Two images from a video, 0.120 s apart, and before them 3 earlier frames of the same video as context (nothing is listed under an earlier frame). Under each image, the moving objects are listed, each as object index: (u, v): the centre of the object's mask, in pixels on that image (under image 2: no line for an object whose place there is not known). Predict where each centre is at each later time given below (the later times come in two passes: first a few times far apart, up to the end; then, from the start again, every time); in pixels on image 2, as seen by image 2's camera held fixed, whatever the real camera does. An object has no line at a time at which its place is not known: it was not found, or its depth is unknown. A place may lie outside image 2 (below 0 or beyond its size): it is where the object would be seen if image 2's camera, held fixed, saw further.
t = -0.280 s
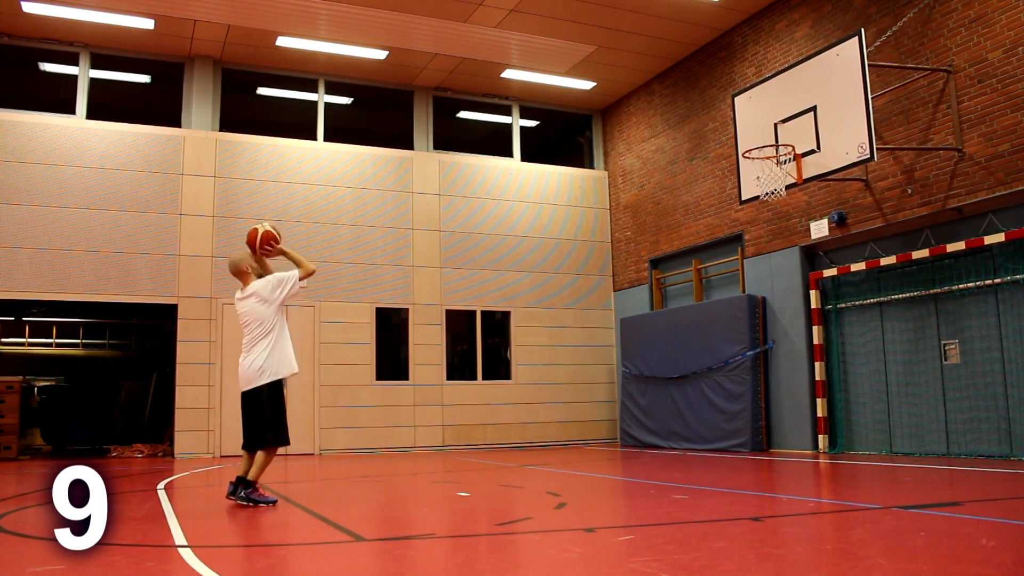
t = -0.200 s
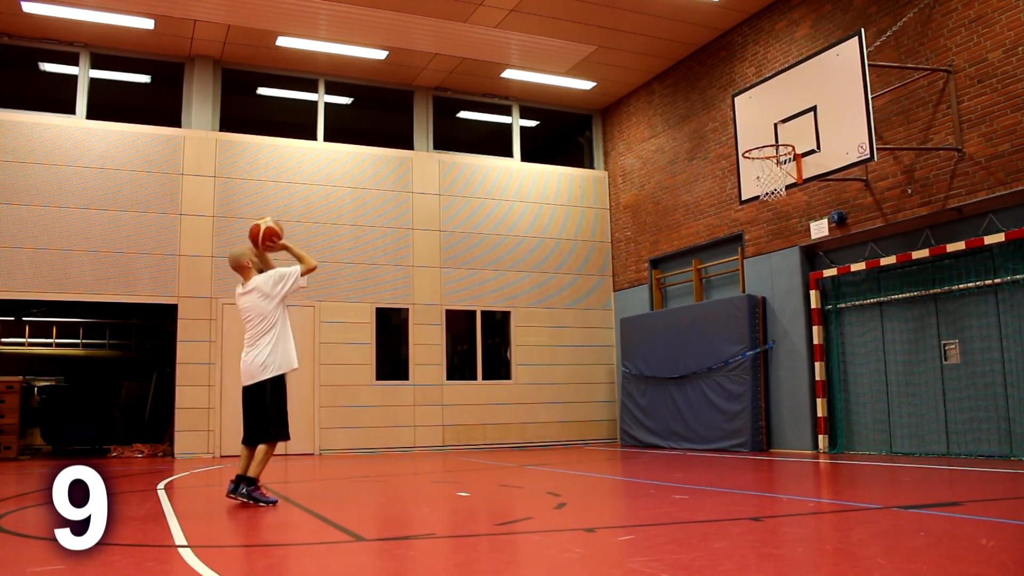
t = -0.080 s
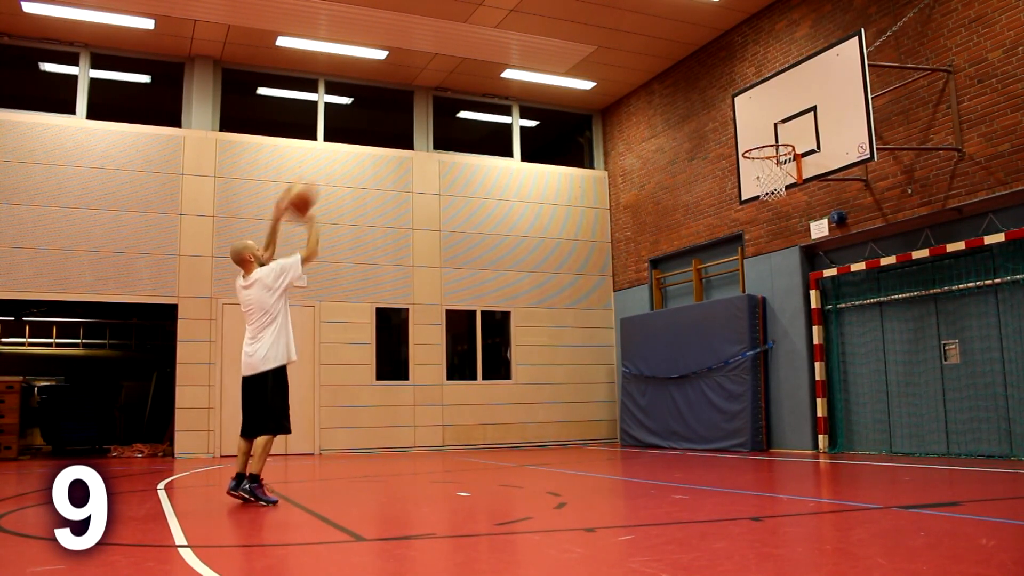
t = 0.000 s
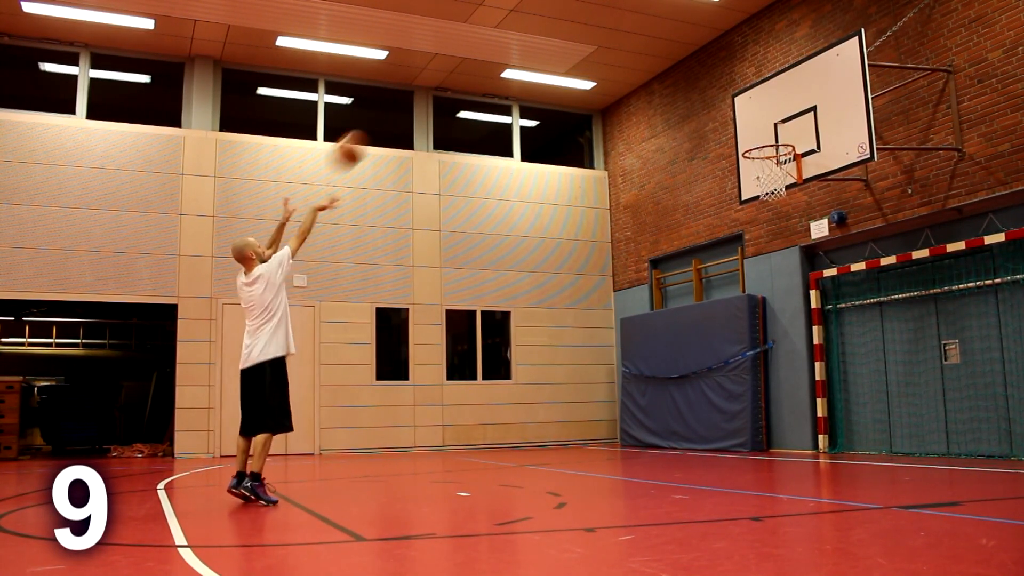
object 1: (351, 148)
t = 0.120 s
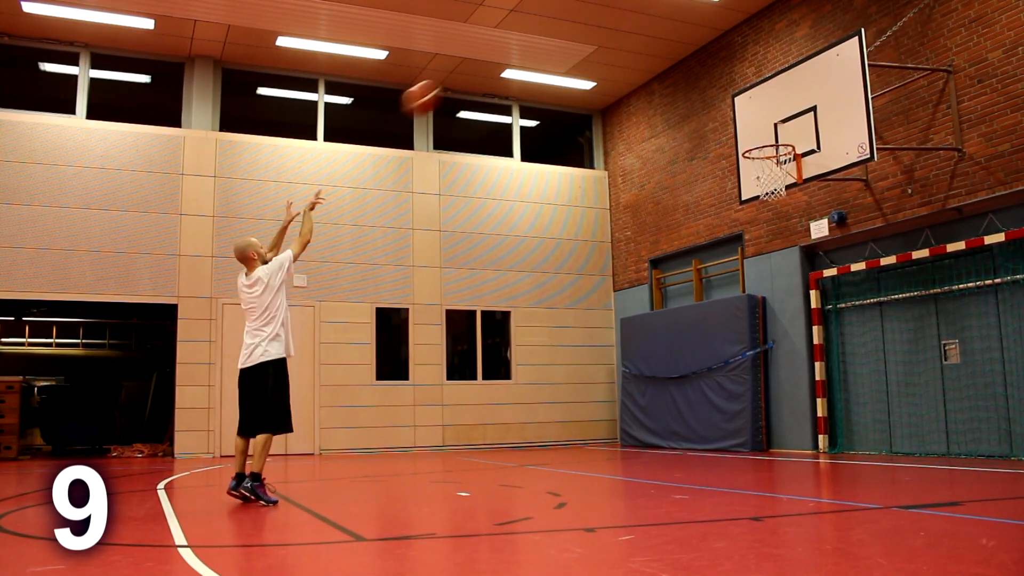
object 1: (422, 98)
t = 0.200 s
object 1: (466, 75)
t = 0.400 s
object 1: (571, 53)
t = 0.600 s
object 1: (664, 73)
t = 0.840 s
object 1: (767, 149)
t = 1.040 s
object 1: (766, 167)
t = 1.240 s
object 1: (759, 192)
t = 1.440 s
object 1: (758, 254)
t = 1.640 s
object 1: (759, 359)
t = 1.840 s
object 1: (760, 425)
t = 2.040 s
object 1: (758, 352)
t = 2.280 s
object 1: (758, 321)
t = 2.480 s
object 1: (759, 337)
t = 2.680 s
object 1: (764, 392)
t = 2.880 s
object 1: (766, 429)
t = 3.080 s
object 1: (765, 387)
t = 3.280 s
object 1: (765, 383)
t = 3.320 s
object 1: (765, 387)
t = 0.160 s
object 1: (445, 85)
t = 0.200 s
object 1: (466, 75)
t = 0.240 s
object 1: (487, 66)
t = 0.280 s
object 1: (509, 59)
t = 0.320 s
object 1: (530, 56)
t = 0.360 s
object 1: (552, 54)
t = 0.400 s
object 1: (571, 53)
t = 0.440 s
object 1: (590, 54)
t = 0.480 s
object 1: (609, 57)
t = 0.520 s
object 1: (628, 61)
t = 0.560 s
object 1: (646, 65)
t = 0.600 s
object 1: (664, 73)
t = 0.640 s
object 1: (682, 82)
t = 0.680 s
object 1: (699, 92)
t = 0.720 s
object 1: (716, 103)
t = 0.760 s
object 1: (732, 115)
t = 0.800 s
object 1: (751, 131)
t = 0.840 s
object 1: (767, 149)
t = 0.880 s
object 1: (772, 155)
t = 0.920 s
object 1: (773, 159)
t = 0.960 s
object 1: (771, 163)
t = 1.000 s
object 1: (769, 166)
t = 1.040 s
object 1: (766, 167)
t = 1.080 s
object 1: (764, 171)
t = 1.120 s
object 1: (762, 172)
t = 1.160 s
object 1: (761, 175)
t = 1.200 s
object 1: (759, 185)
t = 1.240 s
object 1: (759, 192)
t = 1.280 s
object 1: (759, 200)
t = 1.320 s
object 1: (758, 211)
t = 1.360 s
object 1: (758, 223)
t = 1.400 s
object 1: (757, 238)
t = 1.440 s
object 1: (758, 254)
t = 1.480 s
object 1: (759, 273)
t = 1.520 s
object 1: (759, 293)
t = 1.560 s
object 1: (759, 312)
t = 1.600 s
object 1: (759, 334)
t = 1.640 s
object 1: (759, 359)
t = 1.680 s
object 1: (760, 386)
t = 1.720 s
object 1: (760, 414)
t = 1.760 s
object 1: (760, 440)
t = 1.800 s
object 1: (761, 442)
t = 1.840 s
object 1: (760, 425)
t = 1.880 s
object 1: (760, 407)
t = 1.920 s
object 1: (759, 391)
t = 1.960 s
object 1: (759, 376)
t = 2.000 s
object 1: (758, 363)
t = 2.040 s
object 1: (758, 352)
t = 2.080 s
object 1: (758, 343)
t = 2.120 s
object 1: (758, 335)
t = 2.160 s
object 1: (757, 329)
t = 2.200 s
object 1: (757, 325)
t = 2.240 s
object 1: (757, 322)
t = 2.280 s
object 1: (758, 321)
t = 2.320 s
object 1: (758, 321)
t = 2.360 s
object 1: (758, 322)
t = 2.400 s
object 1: (758, 326)
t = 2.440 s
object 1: (759, 330)
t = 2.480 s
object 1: (759, 337)
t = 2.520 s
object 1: (760, 345)
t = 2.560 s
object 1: (760, 354)
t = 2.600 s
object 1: (762, 365)
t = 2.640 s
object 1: (763, 378)
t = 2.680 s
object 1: (764, 392)
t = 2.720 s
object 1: (764, 408)
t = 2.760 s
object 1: (765, 426)
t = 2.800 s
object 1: (767, 443)
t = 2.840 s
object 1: (767, 441)
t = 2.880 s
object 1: (766, 429)
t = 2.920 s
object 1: (766, 417)
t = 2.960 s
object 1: (765, 407)
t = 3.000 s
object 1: (765, 399)
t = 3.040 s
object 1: (765, 392)
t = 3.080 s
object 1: (765, 387)
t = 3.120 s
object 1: (765, 383)
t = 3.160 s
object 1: (765, 381)
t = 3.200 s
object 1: (765, 380)
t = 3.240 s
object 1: (765, 381)
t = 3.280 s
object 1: (765, 383)
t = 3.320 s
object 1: (765, 387)
